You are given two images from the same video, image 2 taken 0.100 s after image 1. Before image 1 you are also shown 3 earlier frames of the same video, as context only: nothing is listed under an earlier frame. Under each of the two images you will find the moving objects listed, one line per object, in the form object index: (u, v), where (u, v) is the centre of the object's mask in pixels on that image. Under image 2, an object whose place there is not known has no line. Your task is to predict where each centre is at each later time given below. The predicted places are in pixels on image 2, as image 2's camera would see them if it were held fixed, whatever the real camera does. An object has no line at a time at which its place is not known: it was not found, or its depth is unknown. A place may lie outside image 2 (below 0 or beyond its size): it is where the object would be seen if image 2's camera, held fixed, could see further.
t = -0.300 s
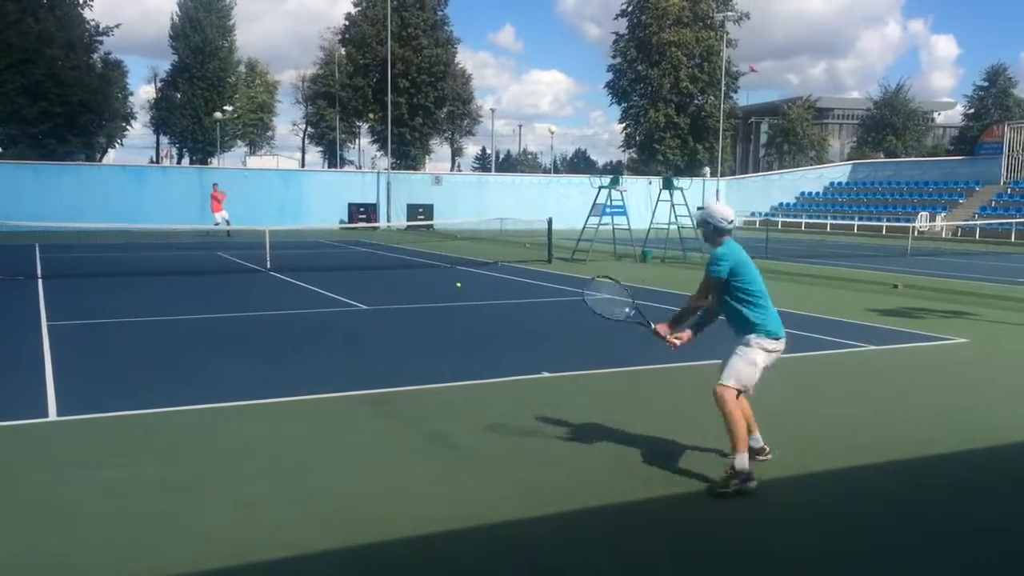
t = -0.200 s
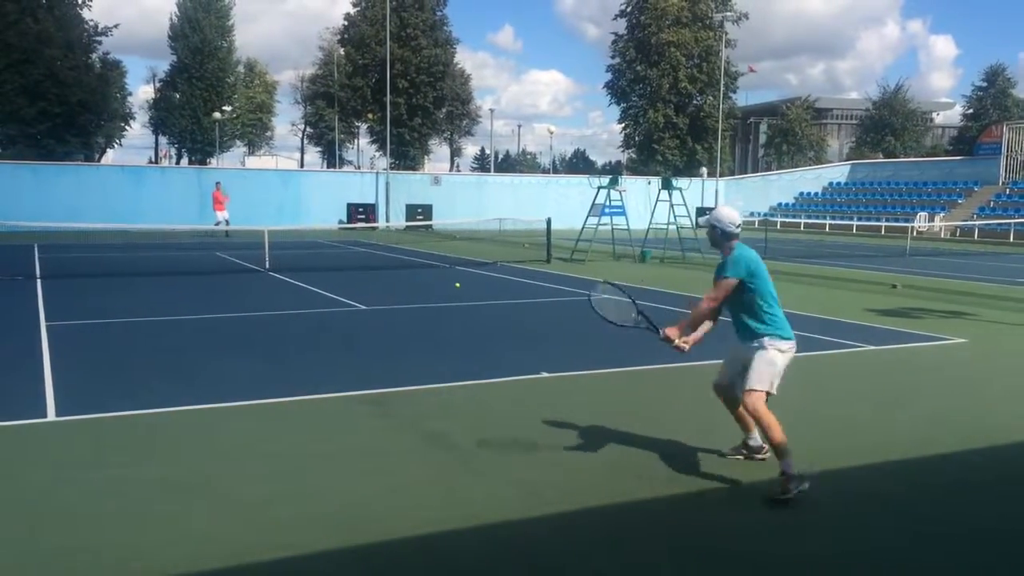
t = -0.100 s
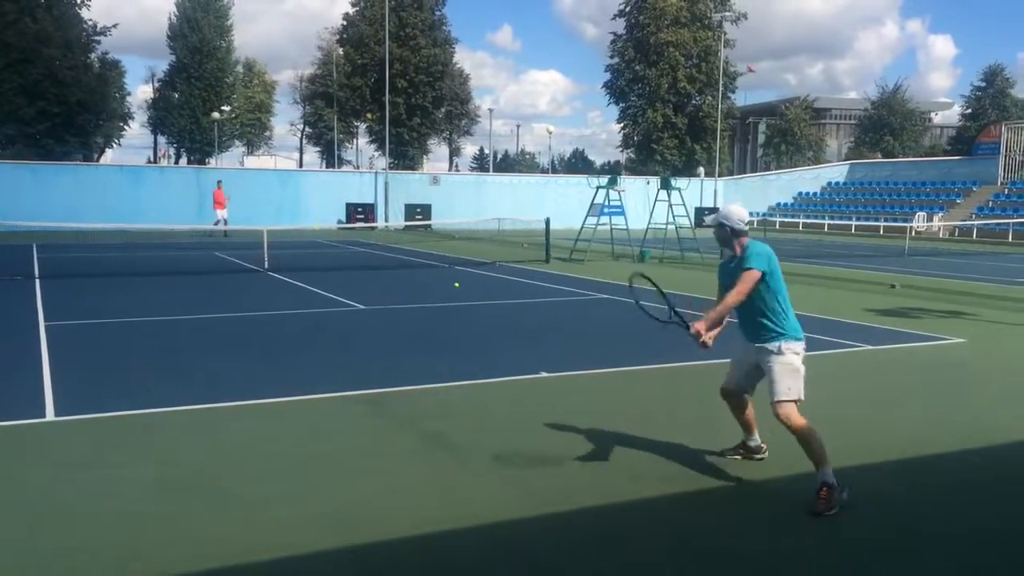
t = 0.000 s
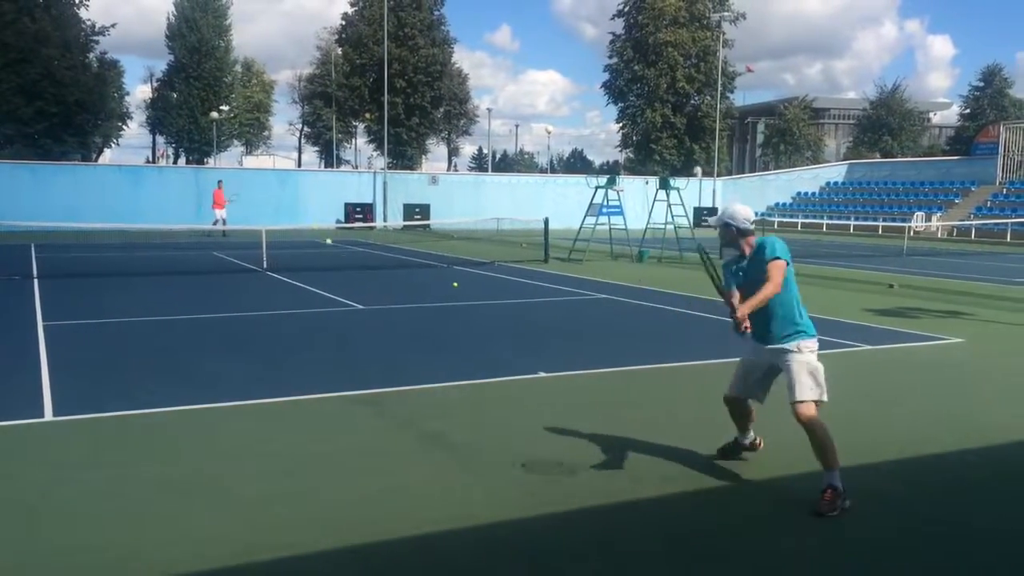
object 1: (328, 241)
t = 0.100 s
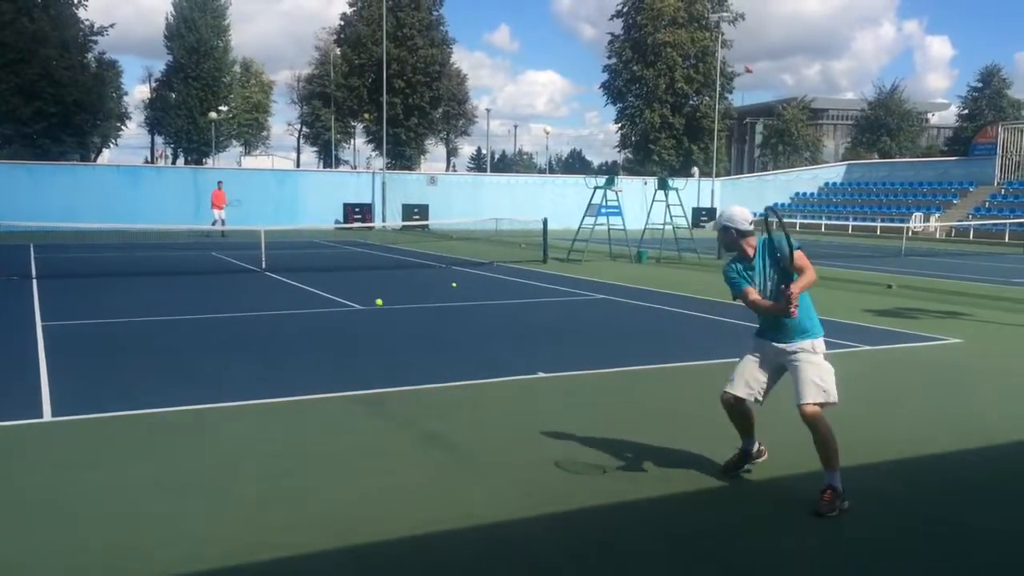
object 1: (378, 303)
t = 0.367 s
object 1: (556, 343)
